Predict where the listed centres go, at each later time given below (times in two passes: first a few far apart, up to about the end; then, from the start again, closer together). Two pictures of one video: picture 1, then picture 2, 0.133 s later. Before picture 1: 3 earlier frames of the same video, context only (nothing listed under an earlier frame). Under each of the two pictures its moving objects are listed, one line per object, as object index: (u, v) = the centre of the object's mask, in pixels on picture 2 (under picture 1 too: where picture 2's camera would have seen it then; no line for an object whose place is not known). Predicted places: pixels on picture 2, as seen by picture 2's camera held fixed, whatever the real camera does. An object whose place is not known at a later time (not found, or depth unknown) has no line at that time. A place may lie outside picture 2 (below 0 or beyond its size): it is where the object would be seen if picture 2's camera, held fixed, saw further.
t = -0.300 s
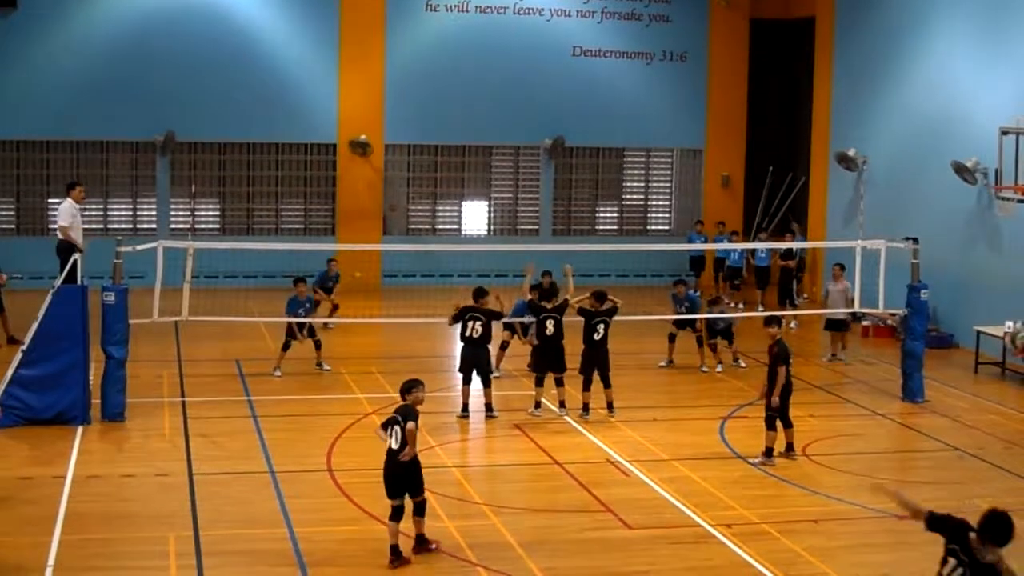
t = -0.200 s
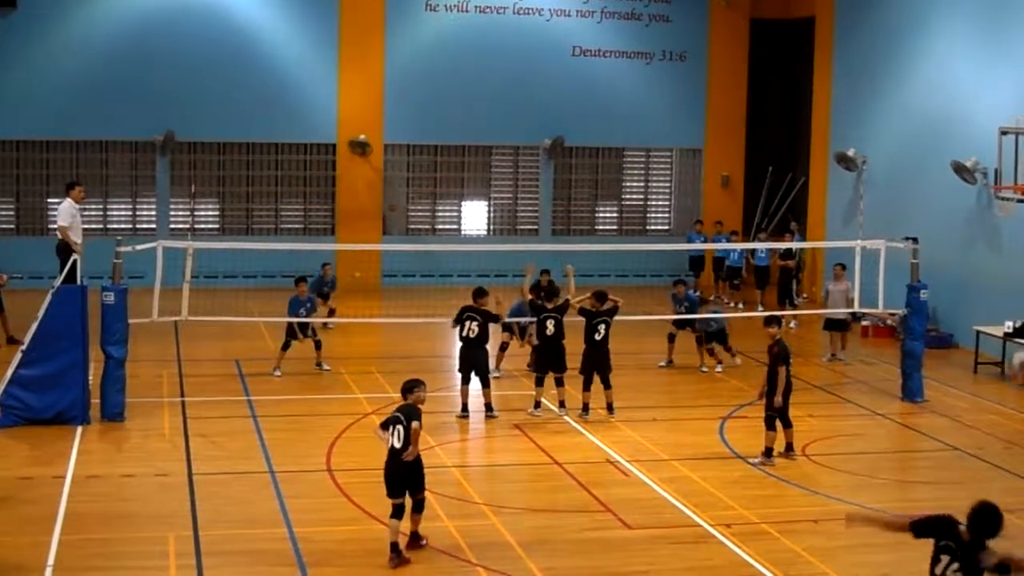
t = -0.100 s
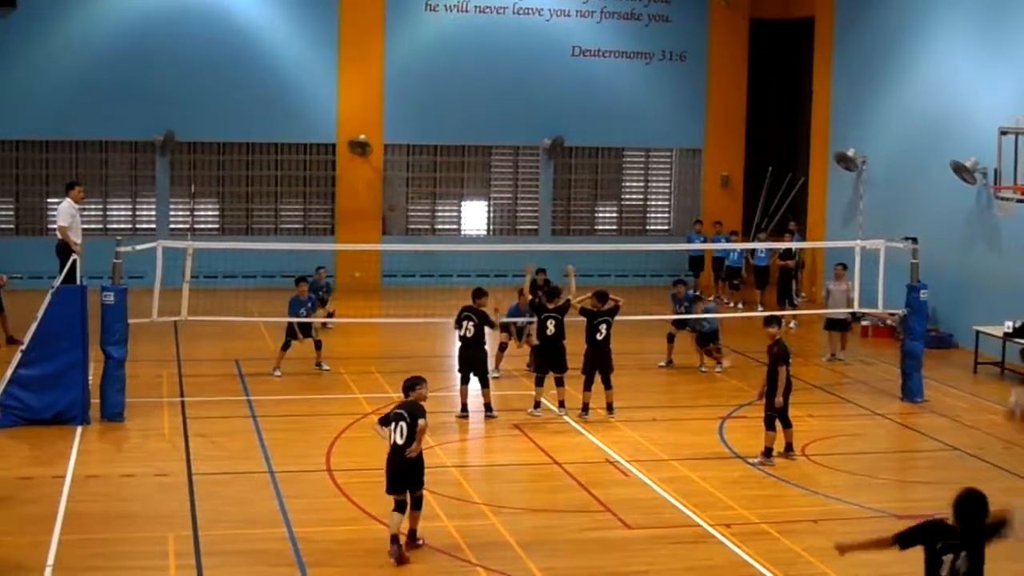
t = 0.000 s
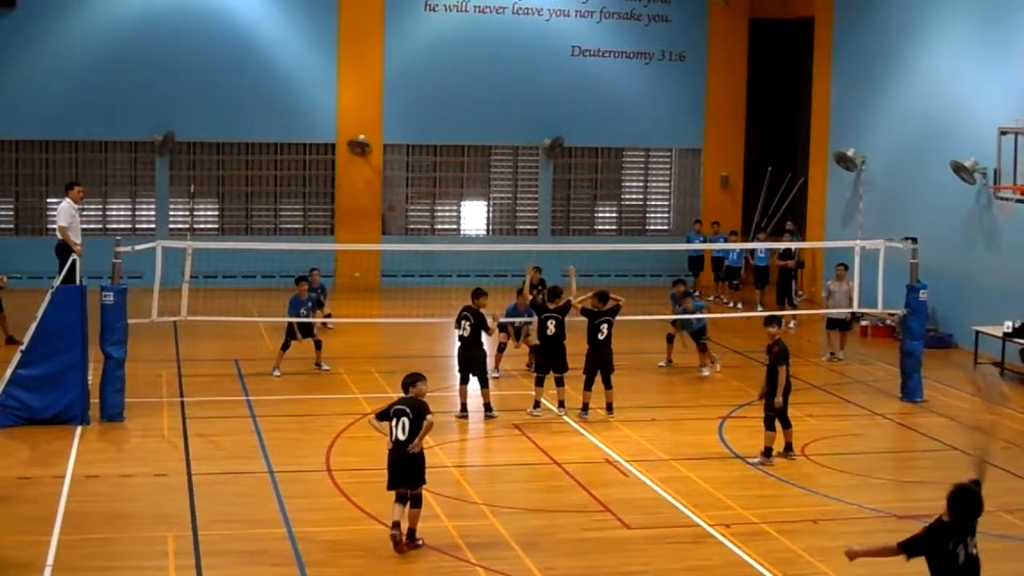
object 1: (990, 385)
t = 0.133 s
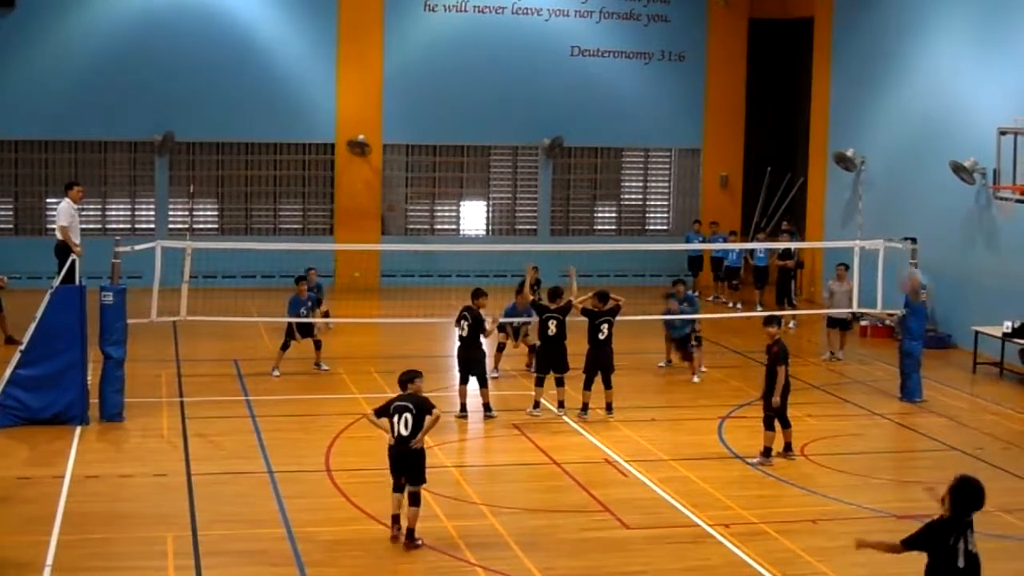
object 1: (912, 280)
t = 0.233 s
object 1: (869, 237)
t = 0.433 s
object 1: (795, 191)
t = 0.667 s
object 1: (737, 189)
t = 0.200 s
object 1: (883, 249)
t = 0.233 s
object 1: (869, 237)
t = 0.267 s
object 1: (854, 224)
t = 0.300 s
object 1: (842, 215)
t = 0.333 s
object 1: (829, 206)
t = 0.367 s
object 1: (816, 198)
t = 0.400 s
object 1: (806, 194)
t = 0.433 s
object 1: (795, 191)
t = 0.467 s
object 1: (785, 187)
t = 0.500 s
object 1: (776, 186)
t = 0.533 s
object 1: (767, 185)
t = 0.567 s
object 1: (760, 185)
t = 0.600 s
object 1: (751, 186)
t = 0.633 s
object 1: (744, 188)
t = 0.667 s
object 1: (737, 189)
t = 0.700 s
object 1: (729, 192)
